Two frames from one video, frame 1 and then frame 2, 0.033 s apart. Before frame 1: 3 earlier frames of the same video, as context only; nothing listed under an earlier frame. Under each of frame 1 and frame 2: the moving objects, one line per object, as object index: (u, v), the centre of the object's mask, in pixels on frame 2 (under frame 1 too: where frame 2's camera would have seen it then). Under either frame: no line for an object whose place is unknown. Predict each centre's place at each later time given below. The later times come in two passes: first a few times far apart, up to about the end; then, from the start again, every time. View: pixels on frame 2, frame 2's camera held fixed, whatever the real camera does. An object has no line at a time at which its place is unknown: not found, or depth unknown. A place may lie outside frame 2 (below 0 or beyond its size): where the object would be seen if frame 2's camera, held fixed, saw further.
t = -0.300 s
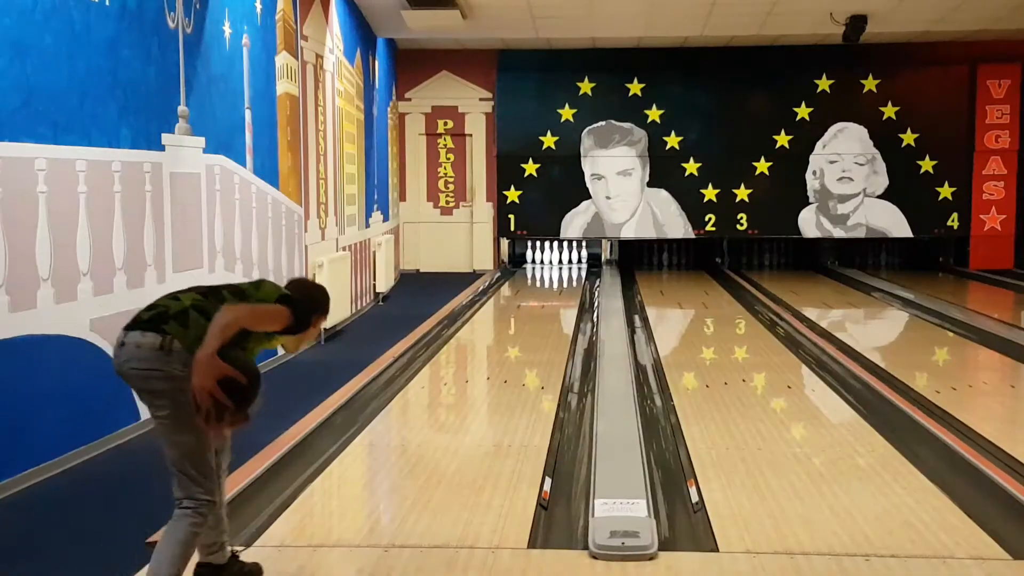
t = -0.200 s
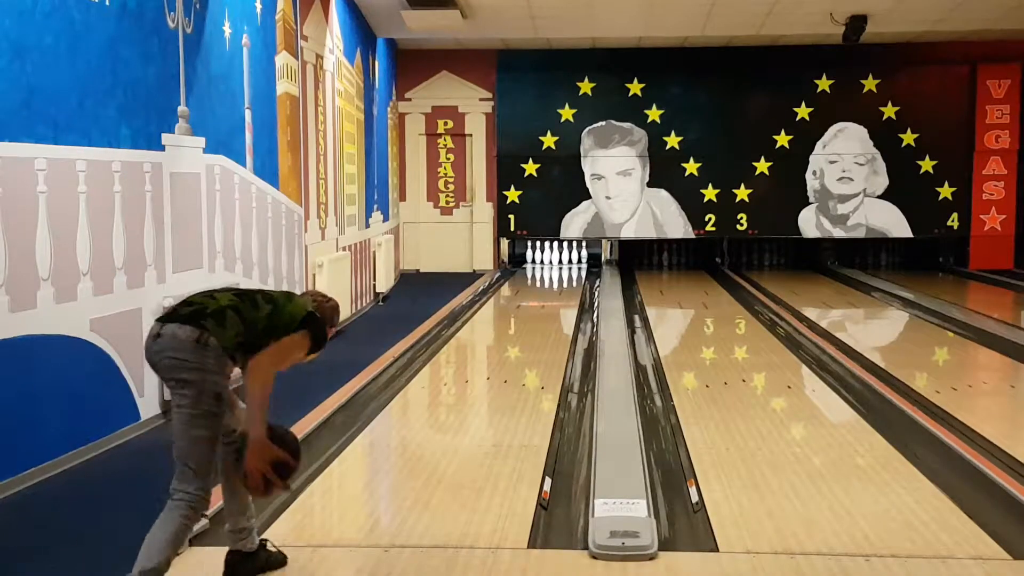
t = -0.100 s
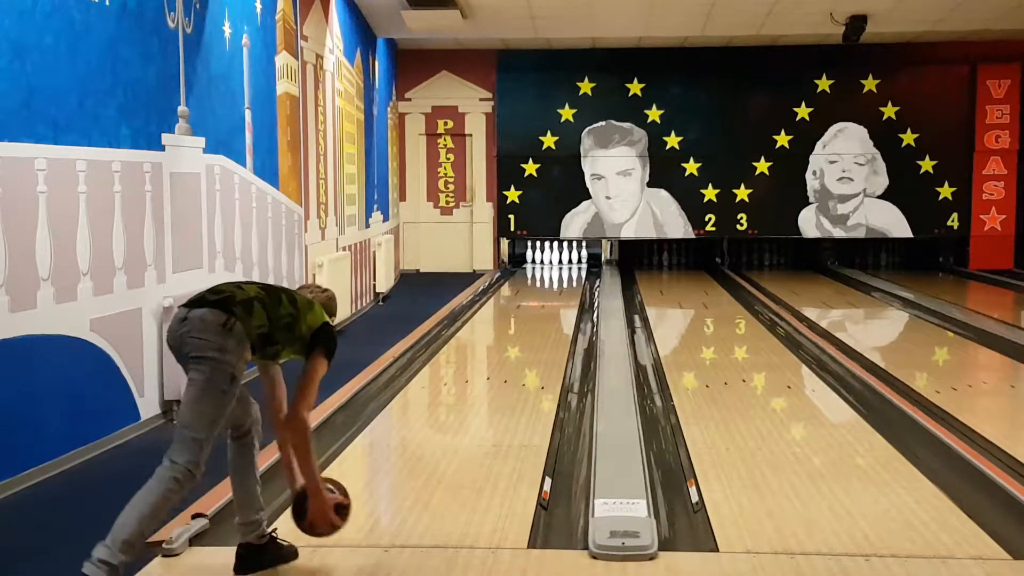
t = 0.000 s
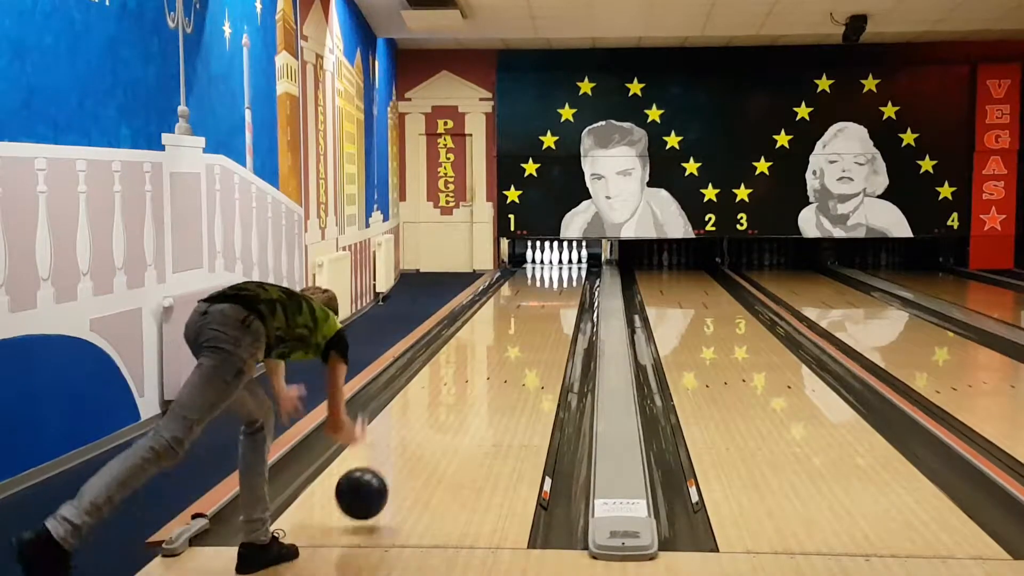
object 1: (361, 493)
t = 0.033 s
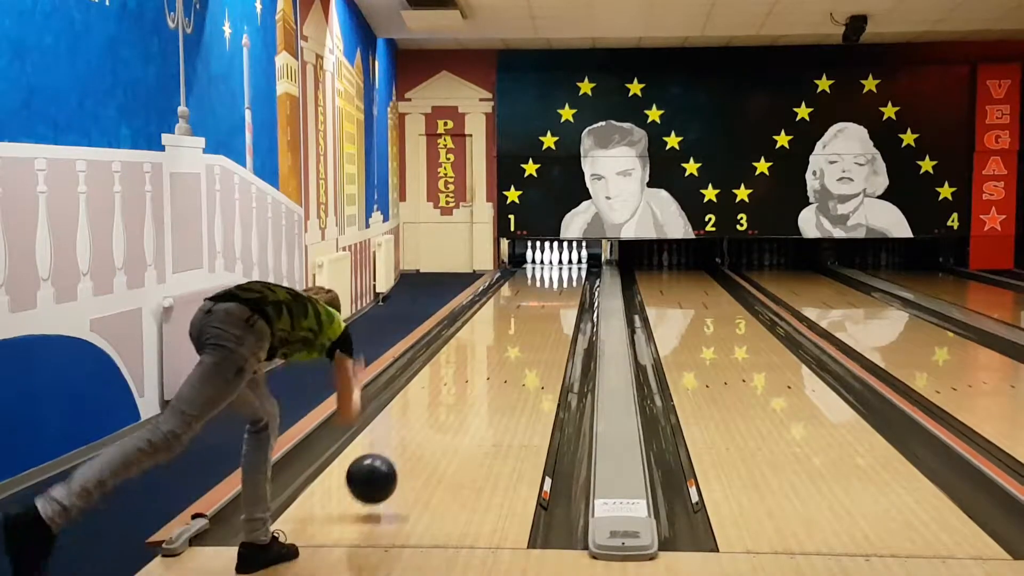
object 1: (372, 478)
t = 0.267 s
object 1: (428, 433)
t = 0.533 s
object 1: (469, 390)
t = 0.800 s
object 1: (495, 360)
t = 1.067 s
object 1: (514, 337)
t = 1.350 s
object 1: (528, 318)
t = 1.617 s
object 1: (539, 305)
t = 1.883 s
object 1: (546, 294)
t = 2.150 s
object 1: (551, 284)
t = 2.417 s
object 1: (555, 276)
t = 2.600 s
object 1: (555, 272)
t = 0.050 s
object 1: (376, 472)
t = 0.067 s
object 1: (381, 467)
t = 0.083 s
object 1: (386, 462)
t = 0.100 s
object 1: (390, 458)
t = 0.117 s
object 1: (394, 455)
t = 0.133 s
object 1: (398, 453)
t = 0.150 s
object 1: (403, 451)
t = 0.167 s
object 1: (406, 450)
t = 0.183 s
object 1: (410, 450)
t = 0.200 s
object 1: (414, 449)
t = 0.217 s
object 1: (417, 444)
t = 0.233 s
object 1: (421, 440)
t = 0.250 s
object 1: (424, 437)
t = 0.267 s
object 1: (428, 433)
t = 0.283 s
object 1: (431, 431)
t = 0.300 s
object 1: (434, 428)
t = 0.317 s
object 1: (437, 425)
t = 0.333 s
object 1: (440, 422)
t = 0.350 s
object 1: (443, 418)
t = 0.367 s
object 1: (446, 416)
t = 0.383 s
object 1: (448, 413)
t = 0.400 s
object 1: (451, 410)
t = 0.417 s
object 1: (453, 407)
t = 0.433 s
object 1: (455, 405)
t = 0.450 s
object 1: (458, 402)
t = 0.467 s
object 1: (460, 399)
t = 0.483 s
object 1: (462, 397)
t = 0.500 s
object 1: (464, 395)
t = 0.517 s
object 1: (467, 392)
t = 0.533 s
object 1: (469, 390)
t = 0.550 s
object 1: (471, 388)
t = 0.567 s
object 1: (473, 385)
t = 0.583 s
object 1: (474, 383)
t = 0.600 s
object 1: (476, 381)
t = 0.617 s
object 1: (478, 379)
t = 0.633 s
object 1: (480, 377)
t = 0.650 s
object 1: (481, 375)
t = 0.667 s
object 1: (483, 374)
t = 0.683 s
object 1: (485, 372)
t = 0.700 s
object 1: (486, 370)
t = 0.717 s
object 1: (488, 368)
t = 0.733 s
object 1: (489, 366)
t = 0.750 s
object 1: (491, 364)
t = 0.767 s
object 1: (493, 363)
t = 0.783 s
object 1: (494, 361)
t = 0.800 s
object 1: (495, 360)
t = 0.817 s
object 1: (496, 358)
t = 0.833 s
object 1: (498, 356)
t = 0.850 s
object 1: (499, 355)
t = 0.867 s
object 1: (501, 353)
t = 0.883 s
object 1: (502, 352)
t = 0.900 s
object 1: (503, 350)
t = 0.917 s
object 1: (504, 349)
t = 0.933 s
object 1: (505, 347)
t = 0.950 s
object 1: (506, 346)
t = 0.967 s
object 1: (507, 345)
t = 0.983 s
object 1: (509, 343)
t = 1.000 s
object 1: (510, 342)
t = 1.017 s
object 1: (511, 341)
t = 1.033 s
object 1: (512, 339)
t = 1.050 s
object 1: (513, 338)
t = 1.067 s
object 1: (514, 337)
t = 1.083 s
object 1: (515, 336)
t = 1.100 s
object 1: (516, 334)
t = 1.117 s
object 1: (517, 333)
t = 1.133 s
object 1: (518, 332)
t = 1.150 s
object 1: (519, 331)
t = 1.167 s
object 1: (520, 330)
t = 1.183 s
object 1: (520, 329)
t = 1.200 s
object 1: (521, 327)
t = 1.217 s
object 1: (522, 327)
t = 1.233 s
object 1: (523, 326)
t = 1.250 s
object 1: (524, 325)
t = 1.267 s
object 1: (525, 324)
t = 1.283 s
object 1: (525, 323)
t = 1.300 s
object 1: (526, 321)
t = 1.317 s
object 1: (527, 320)
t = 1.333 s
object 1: (528, 319)
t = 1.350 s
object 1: (528, 318)
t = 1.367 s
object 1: (529, 318)
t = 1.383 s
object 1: (530, 317)
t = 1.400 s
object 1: (531, 316)
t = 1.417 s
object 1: (531, 315)
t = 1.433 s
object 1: (532, 314)
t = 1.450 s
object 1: (533, 313)
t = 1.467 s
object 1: (533, 312)
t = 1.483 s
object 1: (534, 311)
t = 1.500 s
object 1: (535, 310)
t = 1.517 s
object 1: (535, 310)
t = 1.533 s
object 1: (536, 309)
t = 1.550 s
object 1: (536, 308)
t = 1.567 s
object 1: (537, 307)
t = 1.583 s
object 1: (537, 306)
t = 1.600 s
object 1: (538, 306)
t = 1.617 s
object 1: (539, 305)
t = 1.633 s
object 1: (539, 304)
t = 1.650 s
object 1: (539, 303)
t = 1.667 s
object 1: (540, 302)
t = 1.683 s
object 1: (541, 302)
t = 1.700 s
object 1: (541, 301)
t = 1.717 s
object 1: (542, 300)
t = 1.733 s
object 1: (542, 299)
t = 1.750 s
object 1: (543, 299)
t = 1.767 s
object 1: (543, 298)
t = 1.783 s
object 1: (543, 297)
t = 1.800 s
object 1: (544, 297)
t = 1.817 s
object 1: (544, 296)
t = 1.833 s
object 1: (545, 296)
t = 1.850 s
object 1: (545, 295)
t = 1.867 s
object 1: (546, 294)
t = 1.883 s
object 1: (546, 294)
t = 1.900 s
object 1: (546, 293)
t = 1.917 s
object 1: (547, 293)
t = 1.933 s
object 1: (547, 292)
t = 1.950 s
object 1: (547, 291)
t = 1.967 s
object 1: (548, 291)
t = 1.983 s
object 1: (548, 290)
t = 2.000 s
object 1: (549, 290)
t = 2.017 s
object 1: (549, 289)
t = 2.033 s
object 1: (549, 288)
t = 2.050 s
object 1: (550, 288)
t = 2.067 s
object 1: (550, 287)
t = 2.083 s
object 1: (550, 286)
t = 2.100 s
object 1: (550, 286)
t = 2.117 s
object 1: (551, 285)
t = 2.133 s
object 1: (551, 285)
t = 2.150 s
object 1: (551, 284)
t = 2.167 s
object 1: (552, 284)
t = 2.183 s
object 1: (552, 283)
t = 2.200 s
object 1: (552, 283)
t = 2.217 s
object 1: (553, 282)
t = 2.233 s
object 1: (553, 282)
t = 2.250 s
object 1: (553, 281)
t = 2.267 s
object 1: (553, 281)
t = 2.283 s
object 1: (553, 280)
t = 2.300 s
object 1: (554, 280)
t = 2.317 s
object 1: (554, 279)
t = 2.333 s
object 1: (554, 279)
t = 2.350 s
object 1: (554, 278)
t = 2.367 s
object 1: (554, 278)
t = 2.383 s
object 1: (555, 277)
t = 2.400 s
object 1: (555, 277)
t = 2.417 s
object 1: (555, 276)
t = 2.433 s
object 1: (555, 276)
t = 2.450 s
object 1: (555, 275)
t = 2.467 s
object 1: (555, 275)
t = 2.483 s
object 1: (555, 275)
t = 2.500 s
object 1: (555, 274)
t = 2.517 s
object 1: (555, 274)
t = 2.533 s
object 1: (555, 273)
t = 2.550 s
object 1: (555, 273)
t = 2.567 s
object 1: (555, 272)
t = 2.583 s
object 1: (555, 272)
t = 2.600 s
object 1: (555, 272)
